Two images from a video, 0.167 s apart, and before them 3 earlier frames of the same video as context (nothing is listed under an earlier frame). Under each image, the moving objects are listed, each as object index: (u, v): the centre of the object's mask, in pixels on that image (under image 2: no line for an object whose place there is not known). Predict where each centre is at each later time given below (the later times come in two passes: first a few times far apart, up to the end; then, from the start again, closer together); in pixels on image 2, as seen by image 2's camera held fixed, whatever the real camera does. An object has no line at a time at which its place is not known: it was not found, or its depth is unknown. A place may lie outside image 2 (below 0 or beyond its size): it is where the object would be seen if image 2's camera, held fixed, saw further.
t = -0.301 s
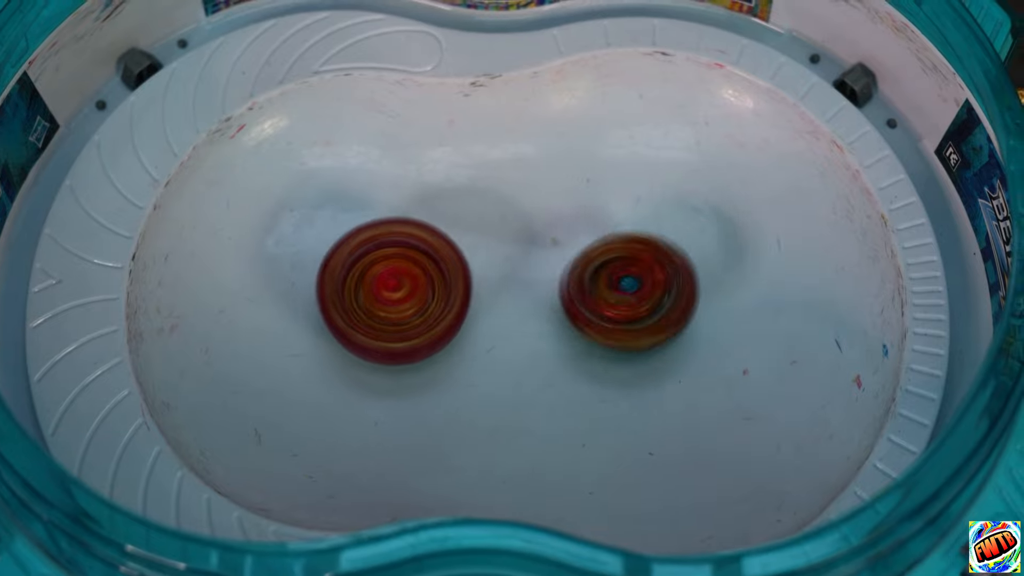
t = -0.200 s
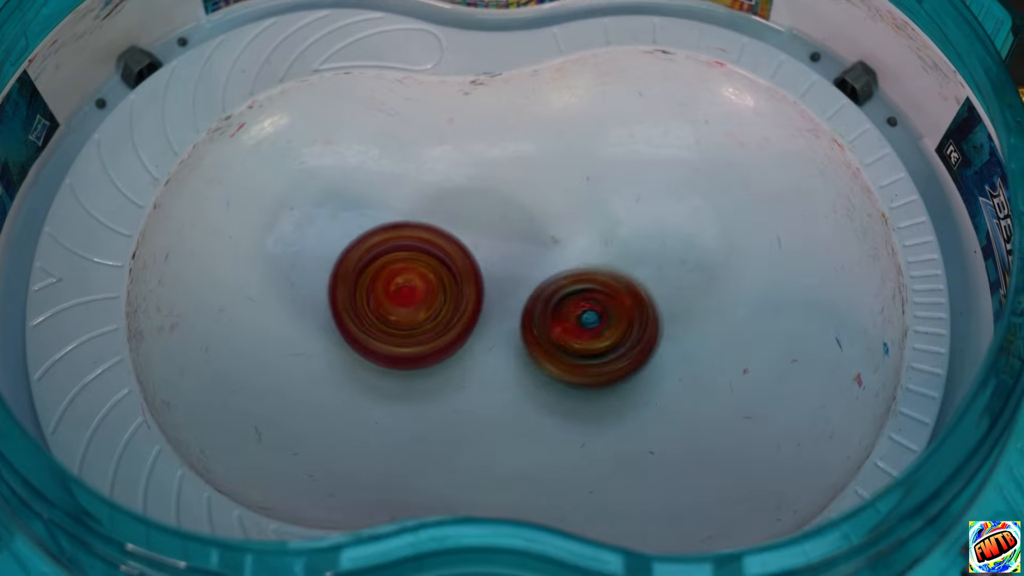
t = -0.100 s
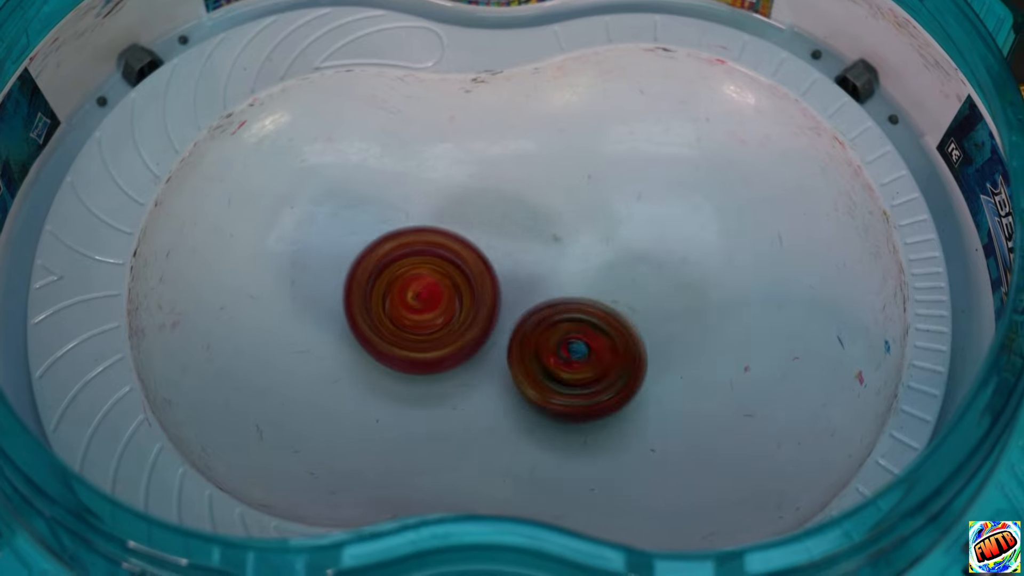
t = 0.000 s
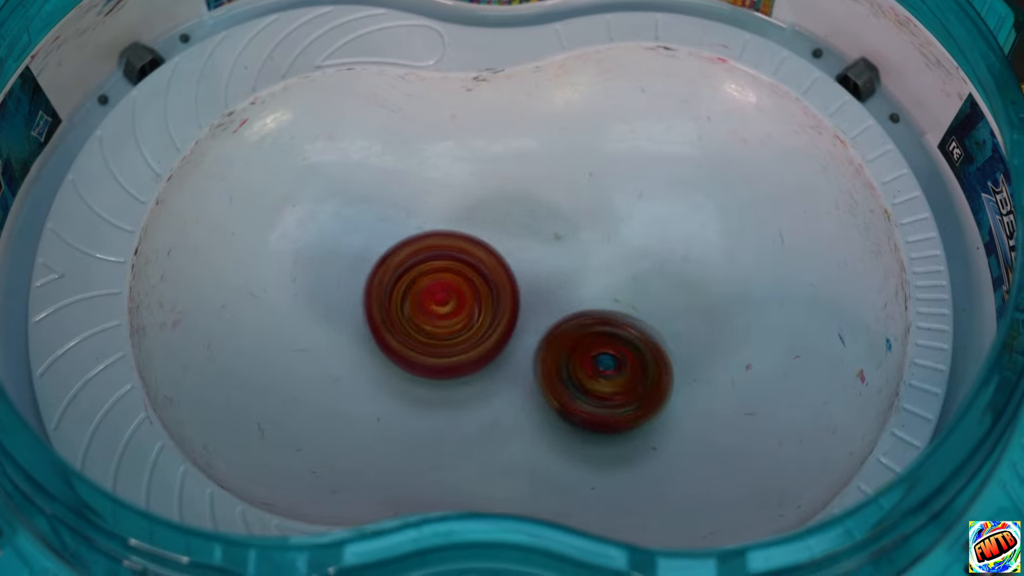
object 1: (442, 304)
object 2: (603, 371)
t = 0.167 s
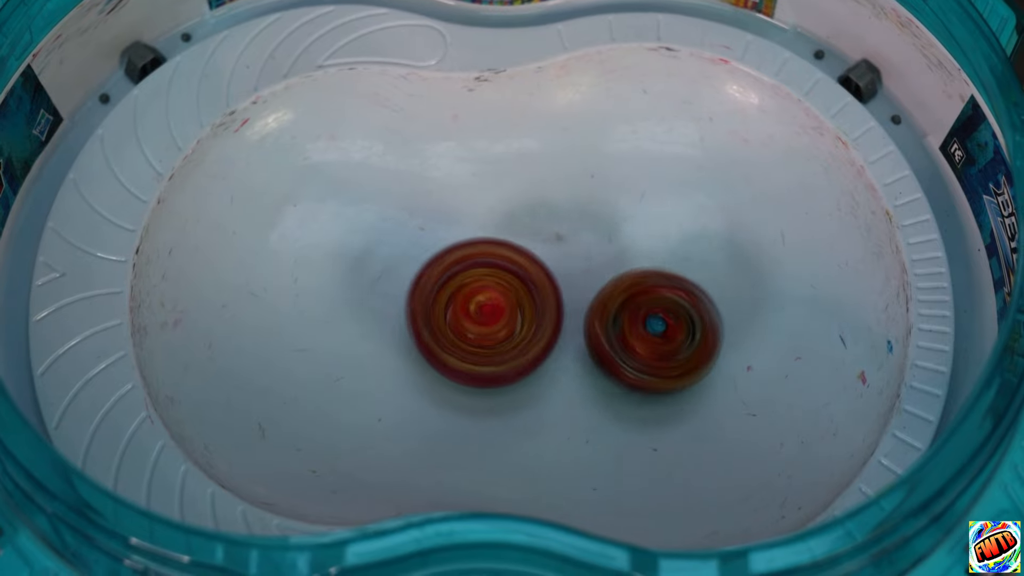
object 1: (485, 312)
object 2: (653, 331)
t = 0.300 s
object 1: (517, 317)
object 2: (655, 266)
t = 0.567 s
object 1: (494, 322)
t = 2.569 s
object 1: (752, 381)
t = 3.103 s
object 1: (651, 350)
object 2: (607, 231)
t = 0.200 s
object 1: (494, 314)
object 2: (656, 313)
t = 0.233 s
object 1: (502, 315)
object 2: (657, 298)
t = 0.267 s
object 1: (512, 317)
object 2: (655, 280)
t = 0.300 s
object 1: (517, 317)
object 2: (655, 266)
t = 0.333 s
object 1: (505, 319)
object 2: (678, 250)
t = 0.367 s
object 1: (497, 320)
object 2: (697, 239)
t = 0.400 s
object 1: (493, 320)
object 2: (708, 231)
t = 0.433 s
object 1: (492, 321)
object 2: (715, 224)
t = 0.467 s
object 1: (491, 322)
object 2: (720, 218)
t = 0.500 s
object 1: (491, 323)
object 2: (725, 212)
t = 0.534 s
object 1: (492, 323)
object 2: (730, 208)
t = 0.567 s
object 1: (494, 322)
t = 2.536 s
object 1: (749, 386)
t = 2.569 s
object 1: (752, 381)
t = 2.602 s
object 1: (752, 372)
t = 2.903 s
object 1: (694, 316)
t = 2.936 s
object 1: (686, 325)
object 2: (581, 213)
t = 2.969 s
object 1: (677, 330)
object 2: (583, 208)
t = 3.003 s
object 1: (670, 335)
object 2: (591, 209)
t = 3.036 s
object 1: (664, 338)
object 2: (598, 214)
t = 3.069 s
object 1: (658, 342)
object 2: (605, 222)
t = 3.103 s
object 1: (651, 350)
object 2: (607, 231)
